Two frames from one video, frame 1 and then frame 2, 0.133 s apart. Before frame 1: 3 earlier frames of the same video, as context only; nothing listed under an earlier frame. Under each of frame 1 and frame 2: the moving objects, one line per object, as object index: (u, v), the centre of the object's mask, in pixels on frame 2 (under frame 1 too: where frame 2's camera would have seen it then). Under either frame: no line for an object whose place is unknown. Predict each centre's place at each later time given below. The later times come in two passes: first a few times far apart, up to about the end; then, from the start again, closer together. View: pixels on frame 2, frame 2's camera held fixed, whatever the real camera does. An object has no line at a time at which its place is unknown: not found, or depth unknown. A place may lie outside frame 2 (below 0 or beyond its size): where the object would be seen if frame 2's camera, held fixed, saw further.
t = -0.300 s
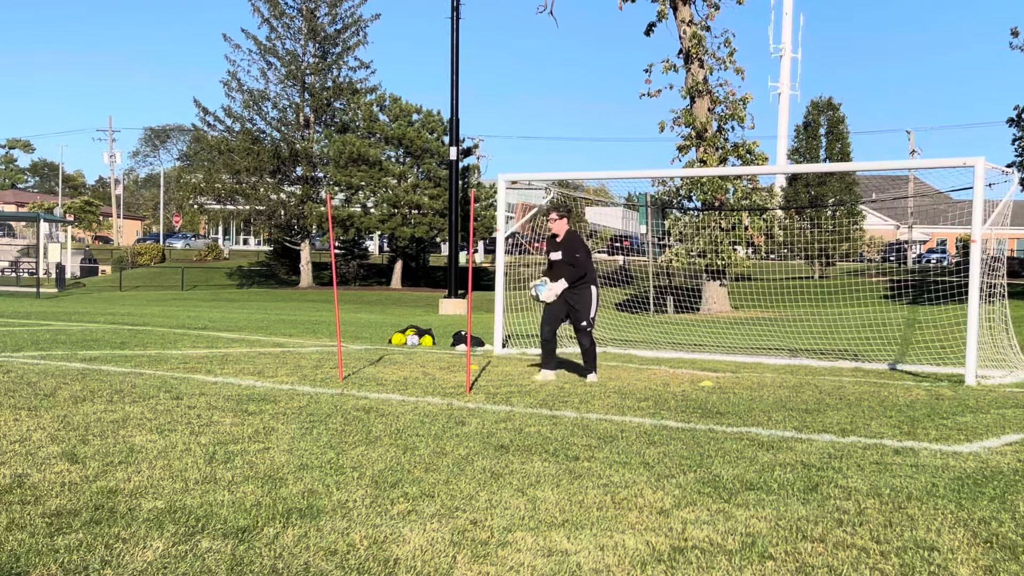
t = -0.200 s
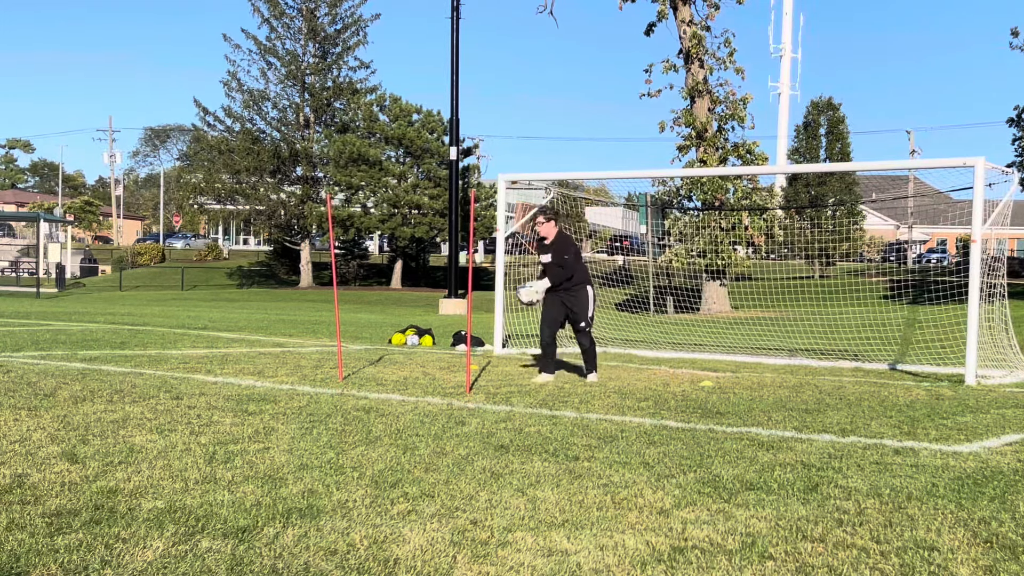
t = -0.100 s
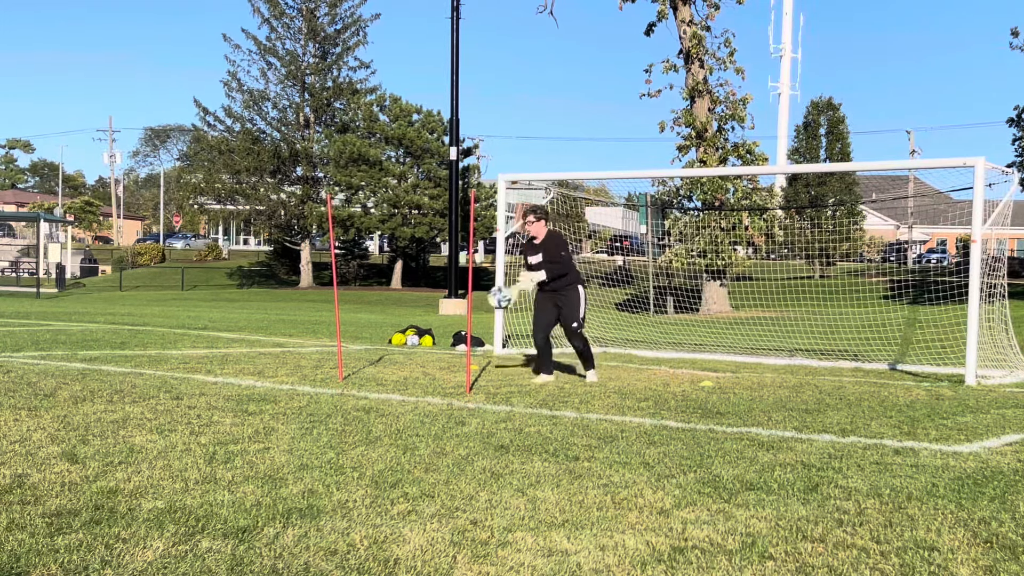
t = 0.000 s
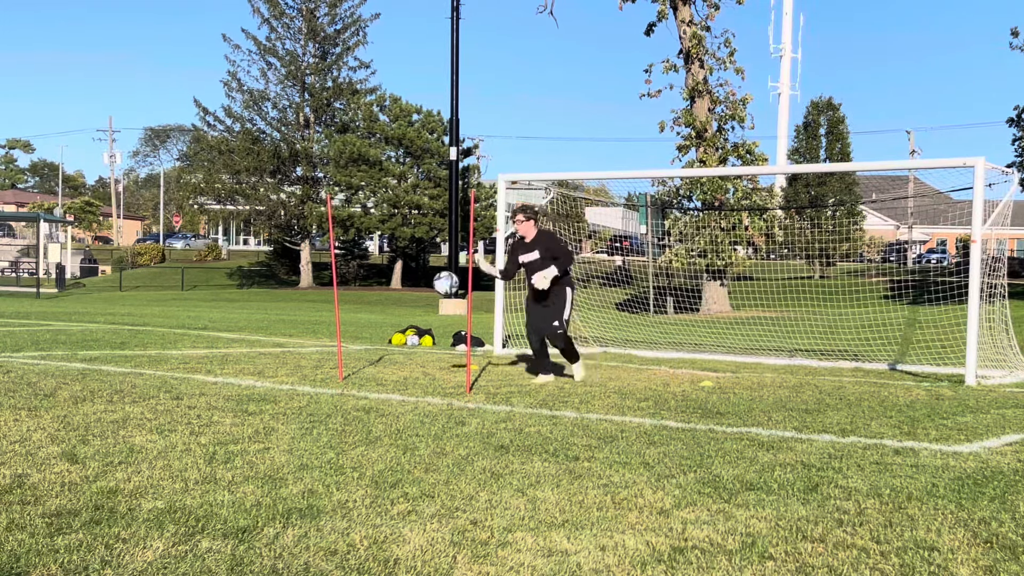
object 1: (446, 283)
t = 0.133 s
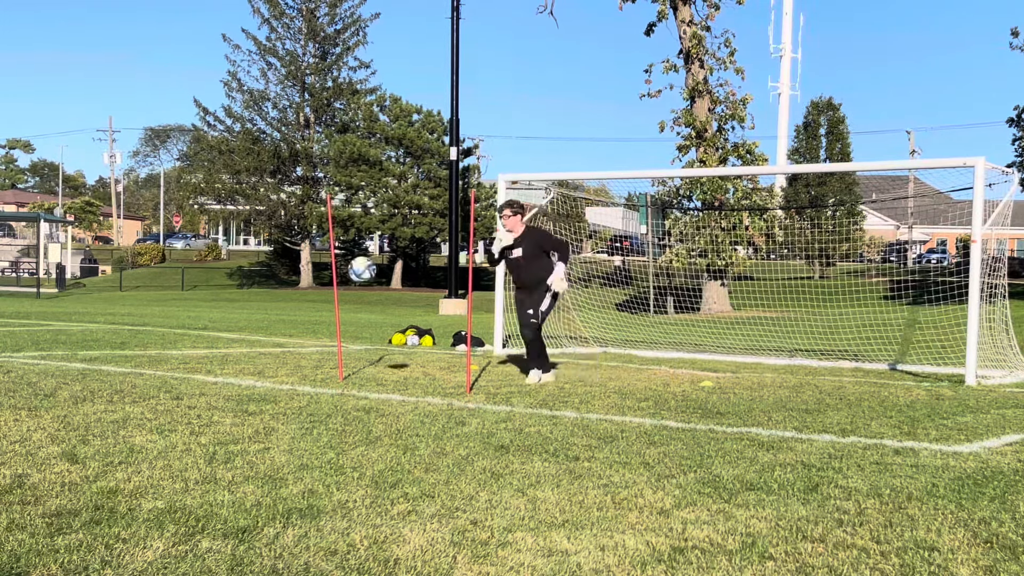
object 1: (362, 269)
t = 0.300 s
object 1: (242, 282)
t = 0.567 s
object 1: (10, 382)
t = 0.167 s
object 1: (339, 269)
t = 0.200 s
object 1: (318, 270)
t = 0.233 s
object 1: (292, 273)
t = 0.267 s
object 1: (267, 277)
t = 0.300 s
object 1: (242, 282)
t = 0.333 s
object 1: (215, 289)
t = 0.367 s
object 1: (188, 298)
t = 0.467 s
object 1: (99, 336)
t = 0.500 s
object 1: (67, 352)
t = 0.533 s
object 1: (34, 372)
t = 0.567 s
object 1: (10, 382)
